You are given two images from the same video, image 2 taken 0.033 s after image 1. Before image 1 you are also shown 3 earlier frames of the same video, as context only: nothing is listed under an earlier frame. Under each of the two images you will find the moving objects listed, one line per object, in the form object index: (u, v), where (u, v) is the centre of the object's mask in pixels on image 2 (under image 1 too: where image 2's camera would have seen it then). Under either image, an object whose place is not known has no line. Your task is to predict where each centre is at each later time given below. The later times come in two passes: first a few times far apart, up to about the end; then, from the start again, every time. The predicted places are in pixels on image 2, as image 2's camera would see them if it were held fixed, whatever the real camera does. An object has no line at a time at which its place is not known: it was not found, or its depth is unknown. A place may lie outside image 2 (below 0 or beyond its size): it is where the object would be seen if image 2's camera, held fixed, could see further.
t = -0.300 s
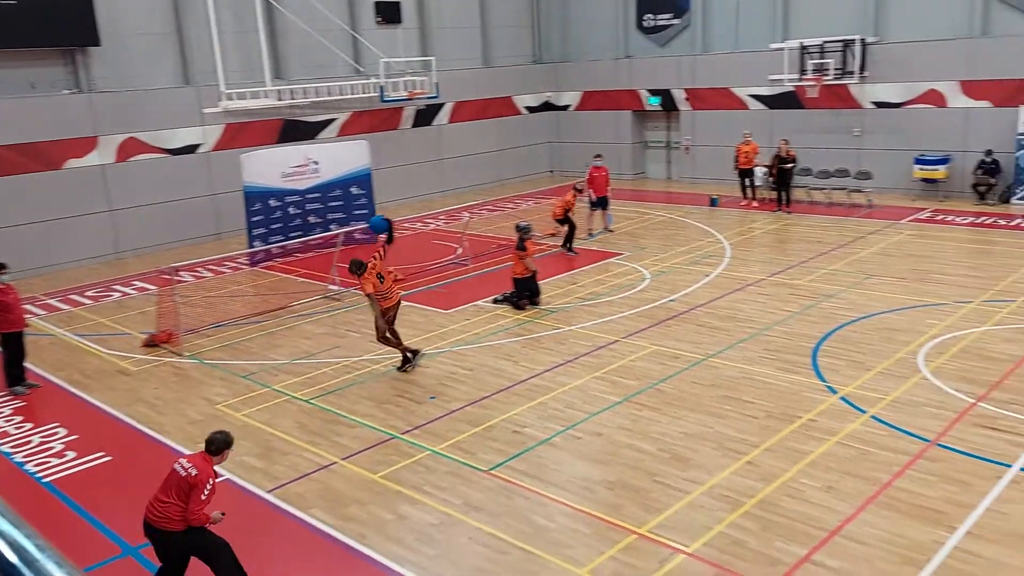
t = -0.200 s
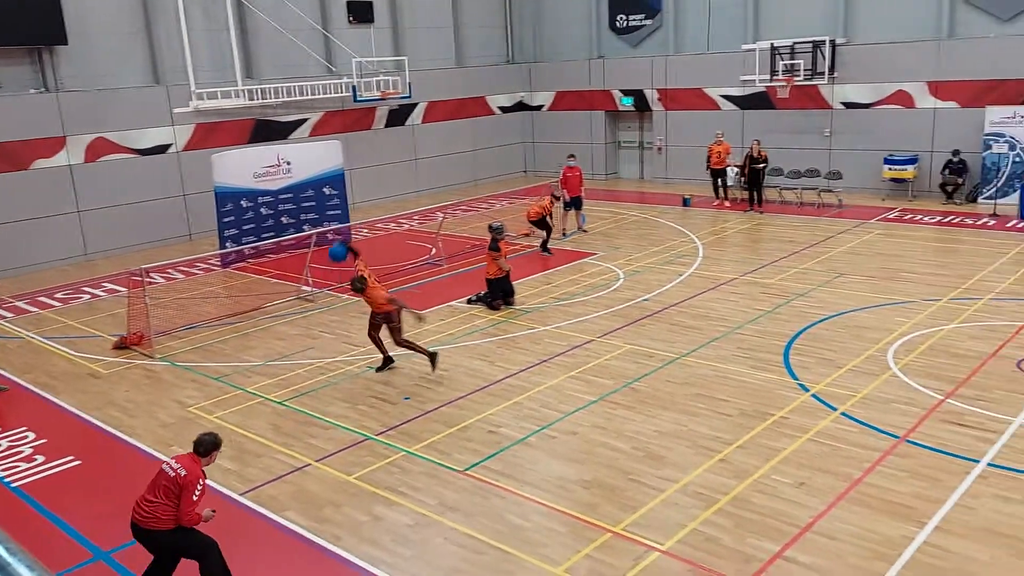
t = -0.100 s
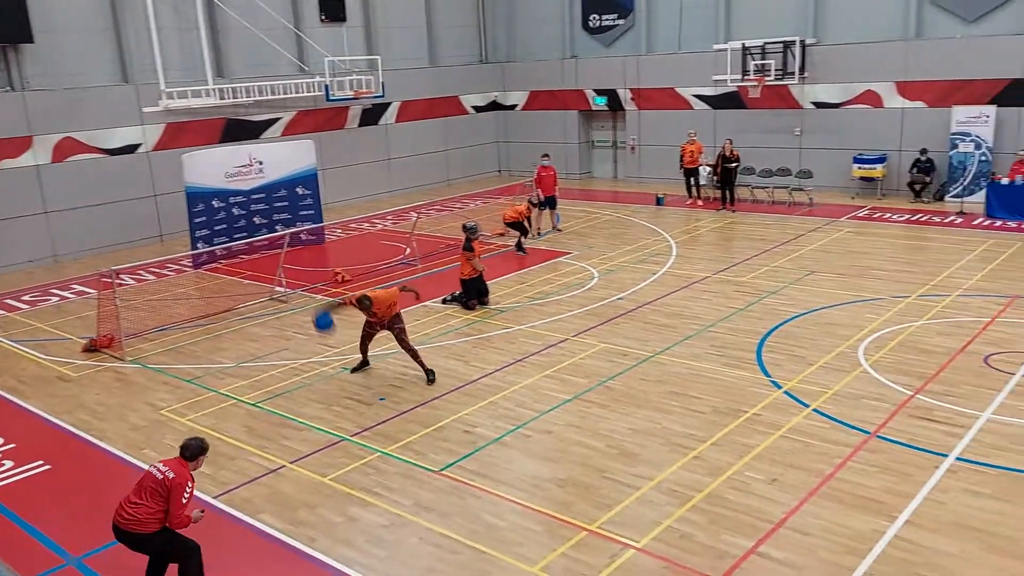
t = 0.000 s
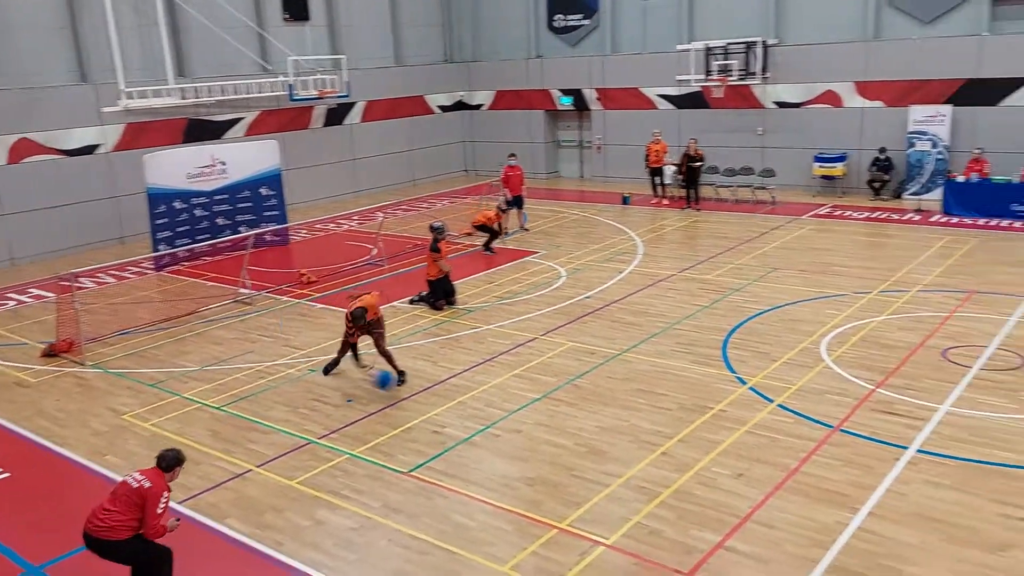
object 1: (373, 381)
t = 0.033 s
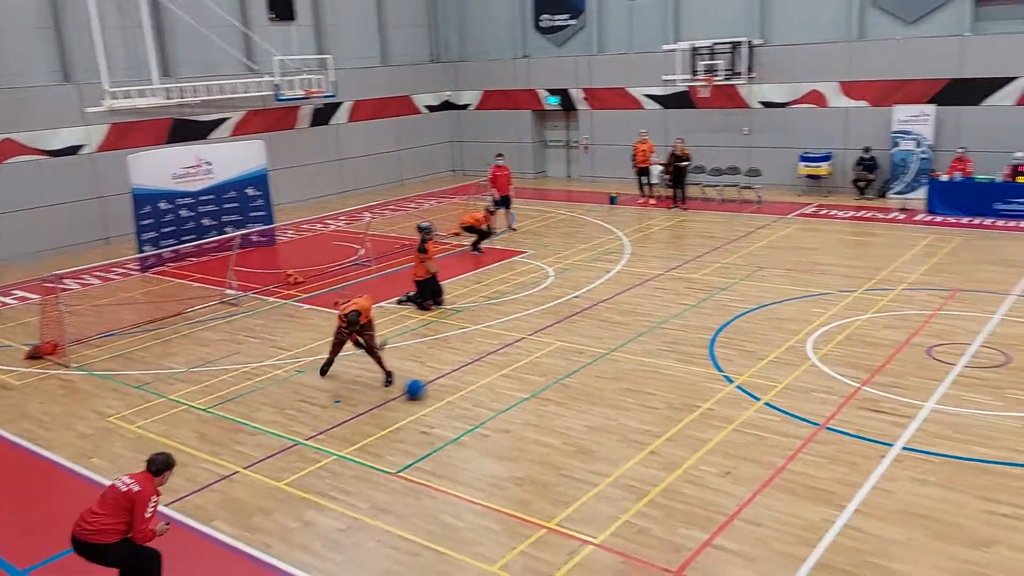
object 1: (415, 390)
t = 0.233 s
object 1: (594, 362)
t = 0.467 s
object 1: (810, 374)
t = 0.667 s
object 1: (991, 359)
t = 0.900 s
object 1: (1207, 367)
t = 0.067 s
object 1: (445, 384)
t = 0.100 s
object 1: (475, 377)
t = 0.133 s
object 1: (505, 372)
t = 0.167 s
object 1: (534, 368)
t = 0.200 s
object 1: (564, 365)
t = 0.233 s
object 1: (594, 362)
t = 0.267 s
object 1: (625, 360)
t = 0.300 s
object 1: (655, 360)
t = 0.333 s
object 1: (686, 361)
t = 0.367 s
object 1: (717, 363)
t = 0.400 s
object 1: (748, 365)
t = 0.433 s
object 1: (779, 369)
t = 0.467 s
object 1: (810, 374)
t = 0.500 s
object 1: (842, 380)
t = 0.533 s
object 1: (872, 378)
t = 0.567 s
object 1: (901, 371)
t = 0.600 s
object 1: (931, 366)
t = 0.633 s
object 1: (961, 362)
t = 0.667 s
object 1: (991, 359)
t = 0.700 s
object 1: (1022, 356)
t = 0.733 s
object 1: (1052, 356)
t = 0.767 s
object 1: (1083, 356)
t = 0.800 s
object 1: (1114, 357)
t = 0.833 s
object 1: (1145, 359)
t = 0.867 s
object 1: (1176, 362)
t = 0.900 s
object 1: (1207, 367)
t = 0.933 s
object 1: (1237, 373)
